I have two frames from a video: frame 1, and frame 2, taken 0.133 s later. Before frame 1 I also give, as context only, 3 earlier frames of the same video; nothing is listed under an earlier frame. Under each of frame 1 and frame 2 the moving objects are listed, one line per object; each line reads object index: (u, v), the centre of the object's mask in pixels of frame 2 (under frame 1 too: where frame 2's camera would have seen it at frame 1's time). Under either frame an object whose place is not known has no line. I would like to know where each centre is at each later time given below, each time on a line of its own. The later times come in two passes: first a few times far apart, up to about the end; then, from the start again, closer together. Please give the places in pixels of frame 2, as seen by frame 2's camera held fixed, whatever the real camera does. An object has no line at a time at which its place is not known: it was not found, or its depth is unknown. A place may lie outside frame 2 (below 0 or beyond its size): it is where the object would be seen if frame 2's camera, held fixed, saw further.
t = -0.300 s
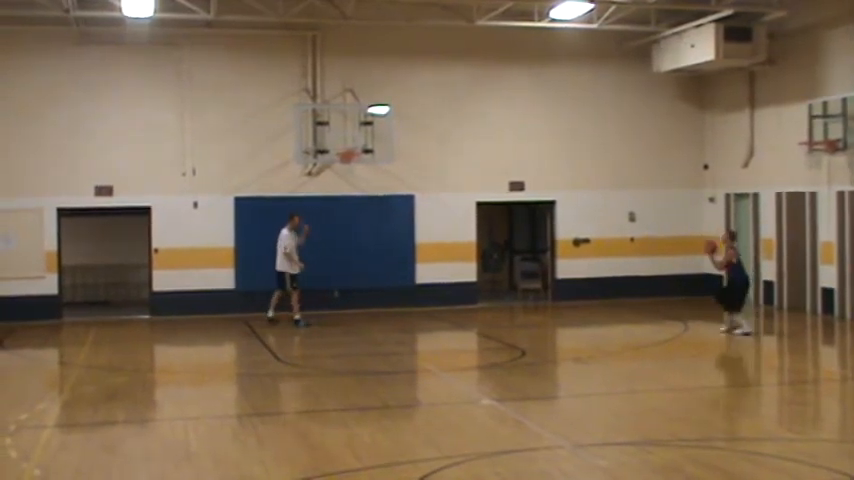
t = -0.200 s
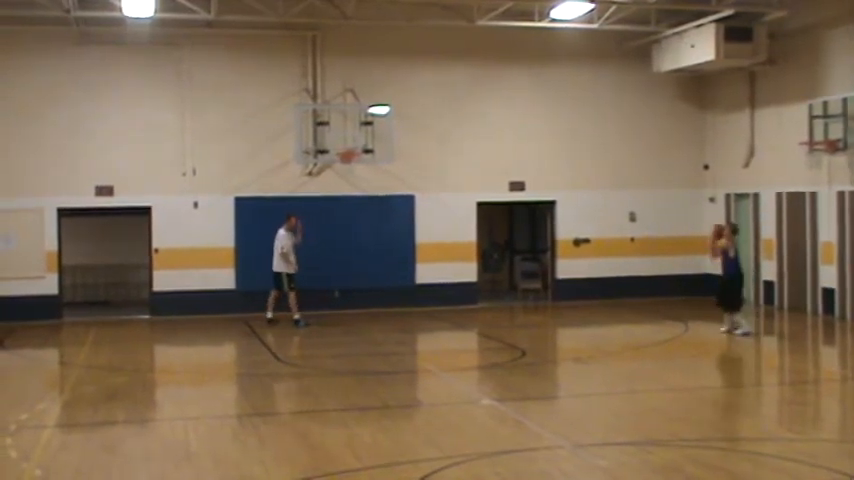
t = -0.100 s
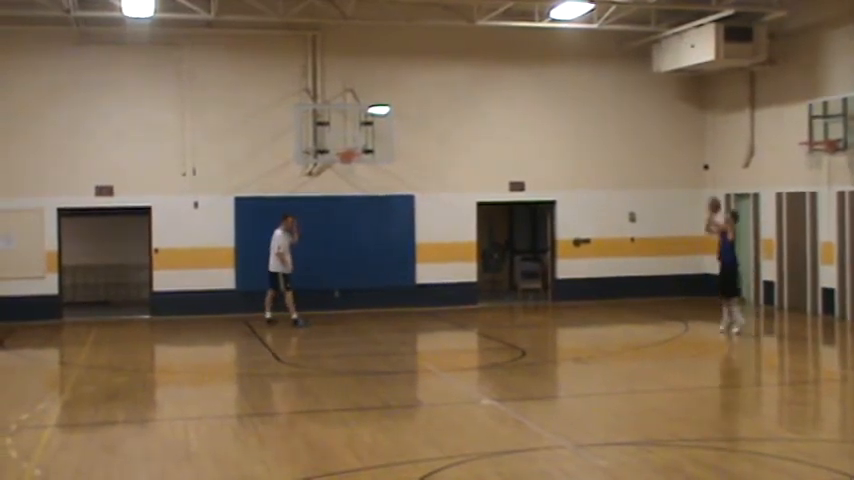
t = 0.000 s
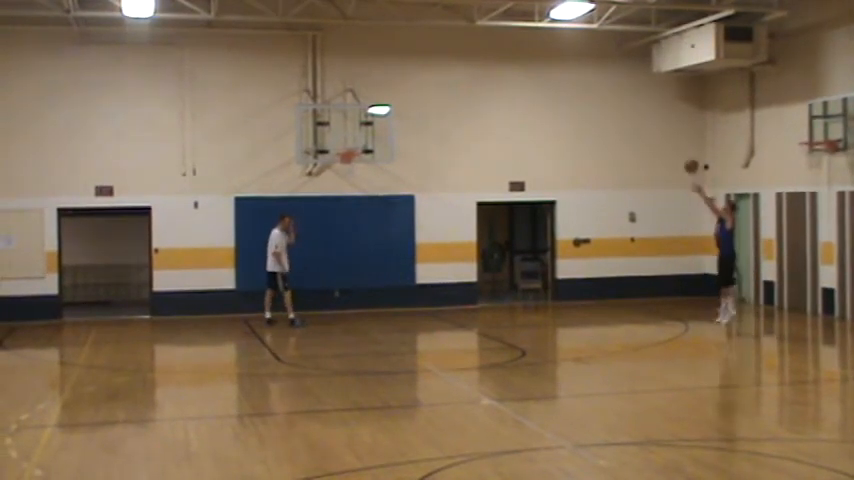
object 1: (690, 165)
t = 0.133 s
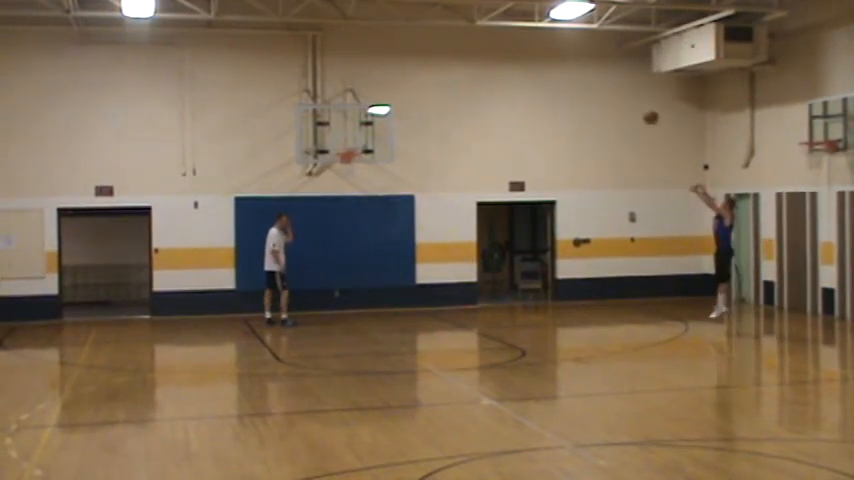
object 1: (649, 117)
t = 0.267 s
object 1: (609, 79)
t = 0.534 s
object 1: (538, 40)
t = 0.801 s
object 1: (468, 44)
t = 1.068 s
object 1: (403, 86)
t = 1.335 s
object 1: (346, 159)
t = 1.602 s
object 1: (334, 172)
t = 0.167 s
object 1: (639, 107)
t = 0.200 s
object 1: (628, 96)
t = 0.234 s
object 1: (619, 87)
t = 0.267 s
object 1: (609, 79)
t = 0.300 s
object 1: (601, 72)
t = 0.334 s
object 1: (591, 65)
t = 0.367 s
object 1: (582, 59)
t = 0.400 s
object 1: (574, 53)
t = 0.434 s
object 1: (565, 48)
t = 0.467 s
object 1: (556, 45)
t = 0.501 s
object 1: (547, 43)
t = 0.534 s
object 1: (538, 40)
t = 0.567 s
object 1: (528, 38)
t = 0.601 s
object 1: (519, 37)
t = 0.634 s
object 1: (511, 37)
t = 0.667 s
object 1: (502, 38)
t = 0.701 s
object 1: (493, 38)
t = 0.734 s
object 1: (485, 40)
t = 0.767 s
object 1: (477, 41)
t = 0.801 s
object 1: (468, 44)
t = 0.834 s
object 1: (459, 47)
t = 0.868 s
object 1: (451, 51)
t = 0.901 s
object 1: (442, 55)
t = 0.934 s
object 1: (434, 60)
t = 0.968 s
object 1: (426, 66)
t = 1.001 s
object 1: (418, 72)
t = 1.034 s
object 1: (410, 78)
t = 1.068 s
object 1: (403, 86)
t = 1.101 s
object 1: (395, 93)
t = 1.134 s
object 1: (388, 101)
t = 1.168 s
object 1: (382, 110)
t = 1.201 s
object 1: (372, 119)
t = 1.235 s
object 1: (365, 128)
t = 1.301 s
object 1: (351, 150)
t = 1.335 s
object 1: (346, 159)
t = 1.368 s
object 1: (342, 163)
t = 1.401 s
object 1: (341, 165)
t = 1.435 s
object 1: (340, 165)
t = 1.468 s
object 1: (338, 166)
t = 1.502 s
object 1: (338, 166)
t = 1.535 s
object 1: (337, 168)
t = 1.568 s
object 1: (335, 169)
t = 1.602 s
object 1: (334, 172)
